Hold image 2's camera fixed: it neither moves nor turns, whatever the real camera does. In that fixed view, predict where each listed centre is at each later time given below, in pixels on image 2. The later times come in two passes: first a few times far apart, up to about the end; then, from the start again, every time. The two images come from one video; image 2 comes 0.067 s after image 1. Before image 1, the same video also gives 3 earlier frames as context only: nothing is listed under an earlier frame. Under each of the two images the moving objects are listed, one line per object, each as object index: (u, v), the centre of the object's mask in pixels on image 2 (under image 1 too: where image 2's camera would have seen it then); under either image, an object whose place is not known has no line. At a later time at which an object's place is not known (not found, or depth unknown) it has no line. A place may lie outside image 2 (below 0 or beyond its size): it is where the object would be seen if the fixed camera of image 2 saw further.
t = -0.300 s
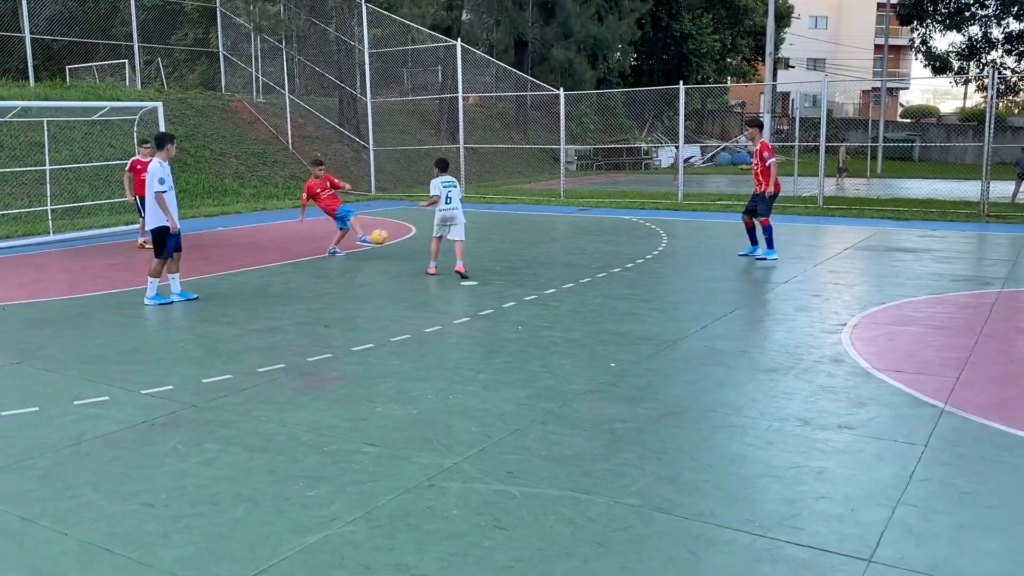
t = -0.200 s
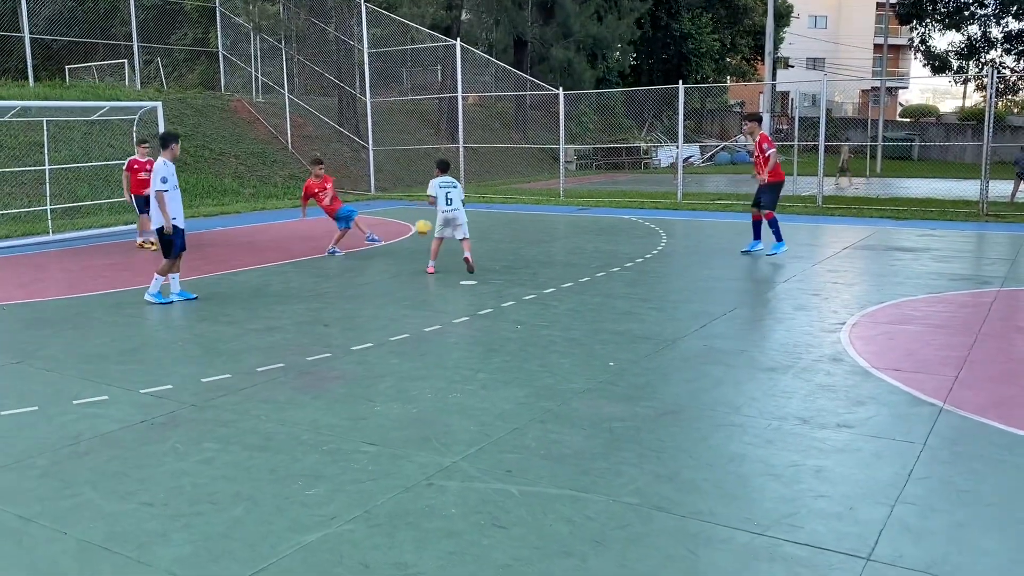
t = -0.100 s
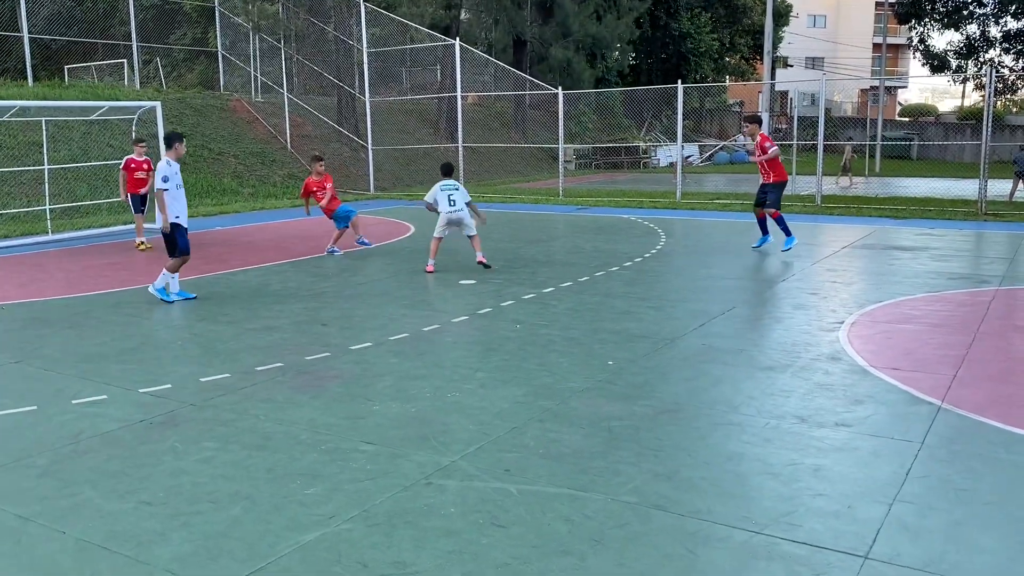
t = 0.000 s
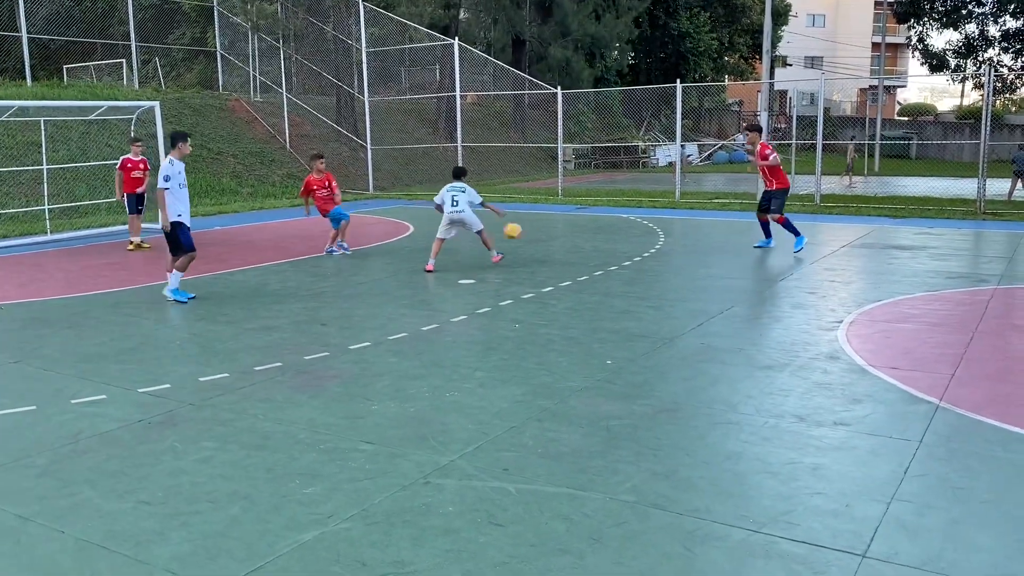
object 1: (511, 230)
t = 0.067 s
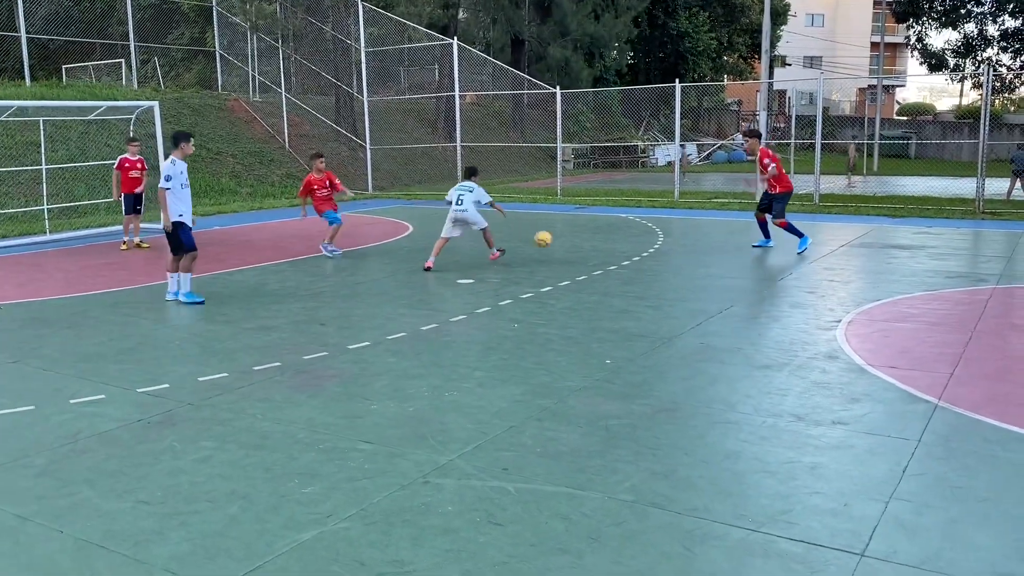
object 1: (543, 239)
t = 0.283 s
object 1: (620, 242)
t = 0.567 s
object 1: (699, 253)
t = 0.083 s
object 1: (551, 241)
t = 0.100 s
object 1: (558, 244)
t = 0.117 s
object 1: (566, 247)
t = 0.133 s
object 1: (574, 250)
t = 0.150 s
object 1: (582, 255)
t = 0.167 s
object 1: (589, 255)
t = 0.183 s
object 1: (593, 253)
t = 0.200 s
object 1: (598, 251)
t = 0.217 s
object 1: (602, 249)
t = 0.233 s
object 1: (606, 247)
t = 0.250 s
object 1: (611, 245)
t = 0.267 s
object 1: (616, 243)
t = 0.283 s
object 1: (620, 242)
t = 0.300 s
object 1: (625, 241)
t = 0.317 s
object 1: (629, 240)
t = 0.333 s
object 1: (634, 239)
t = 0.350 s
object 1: (639, 238)
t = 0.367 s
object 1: (643, 238)
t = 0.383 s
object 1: (648, 238)
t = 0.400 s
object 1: (653, 239)
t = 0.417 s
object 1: (657, 239)
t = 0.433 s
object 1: (662, 240)
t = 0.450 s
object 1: (667, 241)
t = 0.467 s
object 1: (671, 241)
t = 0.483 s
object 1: (676, 243)
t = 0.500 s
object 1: (680, 245)
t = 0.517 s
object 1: (685, 246)
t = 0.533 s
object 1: (690, 248)
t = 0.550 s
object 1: (695, 251)
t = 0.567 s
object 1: (699, 253)
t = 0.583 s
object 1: (704, 256)
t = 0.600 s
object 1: (709, 259)
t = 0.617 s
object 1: (713, 258)
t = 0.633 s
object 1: (718, 256)
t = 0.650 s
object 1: (722, 254)
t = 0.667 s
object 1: (727, 253)
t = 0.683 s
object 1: (731, 252)
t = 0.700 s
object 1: (736, 250)
